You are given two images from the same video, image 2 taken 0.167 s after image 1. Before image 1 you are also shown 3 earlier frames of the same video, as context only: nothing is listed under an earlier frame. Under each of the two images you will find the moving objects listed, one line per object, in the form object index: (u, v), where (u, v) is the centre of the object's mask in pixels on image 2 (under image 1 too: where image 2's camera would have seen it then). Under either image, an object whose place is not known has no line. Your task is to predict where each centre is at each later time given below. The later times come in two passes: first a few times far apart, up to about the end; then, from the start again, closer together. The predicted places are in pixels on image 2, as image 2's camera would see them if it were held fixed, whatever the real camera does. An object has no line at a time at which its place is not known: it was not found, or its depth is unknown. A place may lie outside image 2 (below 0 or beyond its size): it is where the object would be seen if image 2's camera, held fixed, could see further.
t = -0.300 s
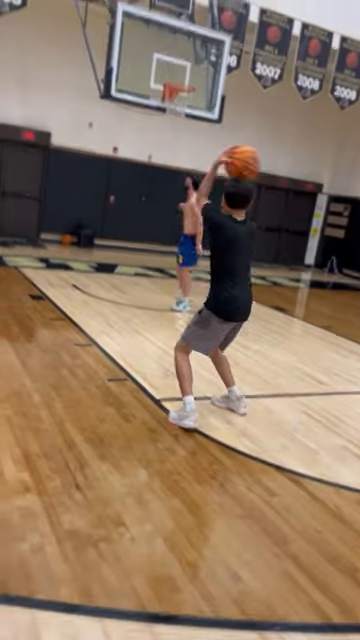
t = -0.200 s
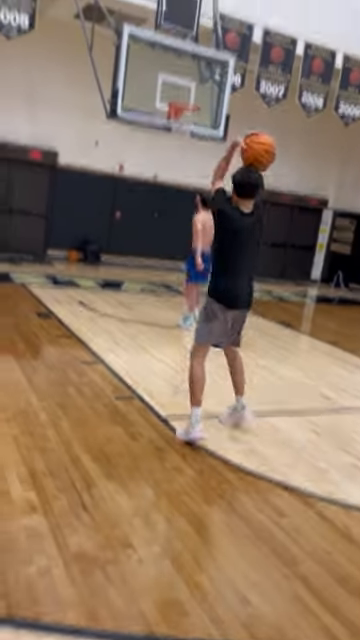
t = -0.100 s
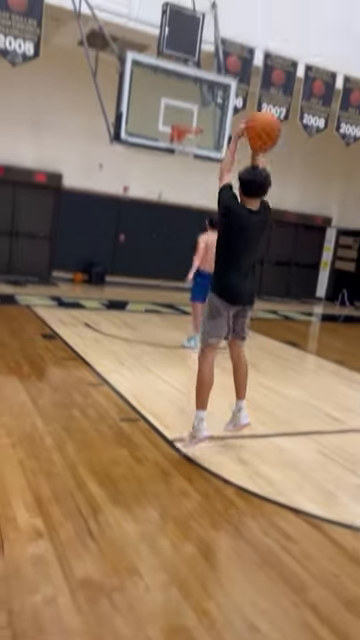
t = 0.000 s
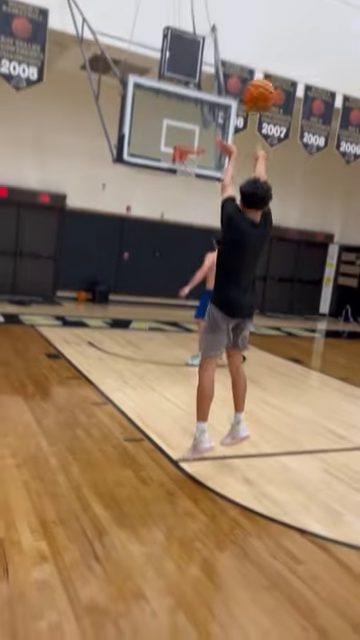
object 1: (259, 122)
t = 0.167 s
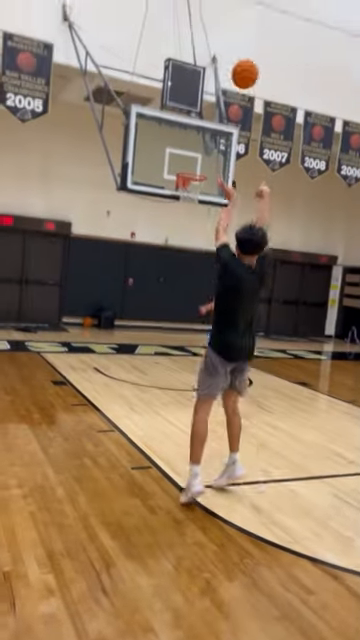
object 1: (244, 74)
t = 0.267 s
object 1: (236, 65)
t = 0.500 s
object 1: (218, 82)
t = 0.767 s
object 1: (201, 142)
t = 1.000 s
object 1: (188, 203)
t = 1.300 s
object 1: (171, 286)
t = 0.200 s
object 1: (242, 70)
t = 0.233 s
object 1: (239, 67)
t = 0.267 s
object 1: (236, 65)
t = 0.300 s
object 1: (233, 65)
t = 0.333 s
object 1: (231, 66)
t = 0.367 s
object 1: (228, 68)
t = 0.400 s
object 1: (225, 70)
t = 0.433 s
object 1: (223, 73)
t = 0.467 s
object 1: (221, 78)
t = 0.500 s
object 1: (218, 82)
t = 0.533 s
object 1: (216, 88)
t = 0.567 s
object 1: (213, 95)
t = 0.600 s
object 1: (211, 100)
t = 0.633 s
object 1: (209, 108)
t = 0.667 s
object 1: (207, 113)
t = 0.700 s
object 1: (206, 124)
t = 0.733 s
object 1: (202, 134)
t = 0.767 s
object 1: (201, 142)
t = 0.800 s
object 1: (198, 152)
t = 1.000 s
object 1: (188, 203)
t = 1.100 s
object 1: (183, 224)
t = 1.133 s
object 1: (181, 233)
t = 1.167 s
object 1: (179, 243)
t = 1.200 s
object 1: (176, 253)
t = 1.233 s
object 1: (175, 263)
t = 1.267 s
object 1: (173, 274)
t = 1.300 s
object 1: (171, 286)
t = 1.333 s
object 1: (168, 299)
